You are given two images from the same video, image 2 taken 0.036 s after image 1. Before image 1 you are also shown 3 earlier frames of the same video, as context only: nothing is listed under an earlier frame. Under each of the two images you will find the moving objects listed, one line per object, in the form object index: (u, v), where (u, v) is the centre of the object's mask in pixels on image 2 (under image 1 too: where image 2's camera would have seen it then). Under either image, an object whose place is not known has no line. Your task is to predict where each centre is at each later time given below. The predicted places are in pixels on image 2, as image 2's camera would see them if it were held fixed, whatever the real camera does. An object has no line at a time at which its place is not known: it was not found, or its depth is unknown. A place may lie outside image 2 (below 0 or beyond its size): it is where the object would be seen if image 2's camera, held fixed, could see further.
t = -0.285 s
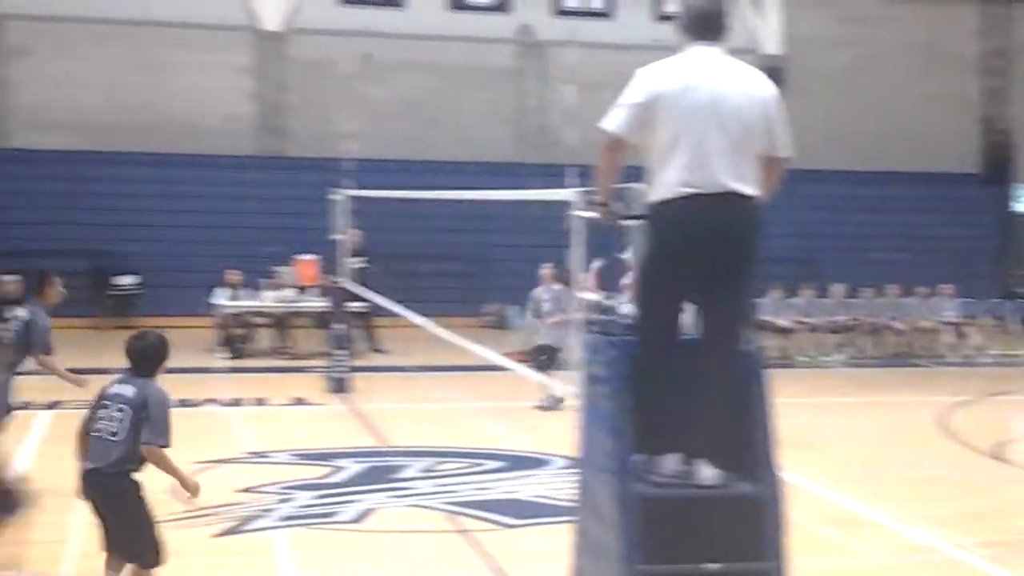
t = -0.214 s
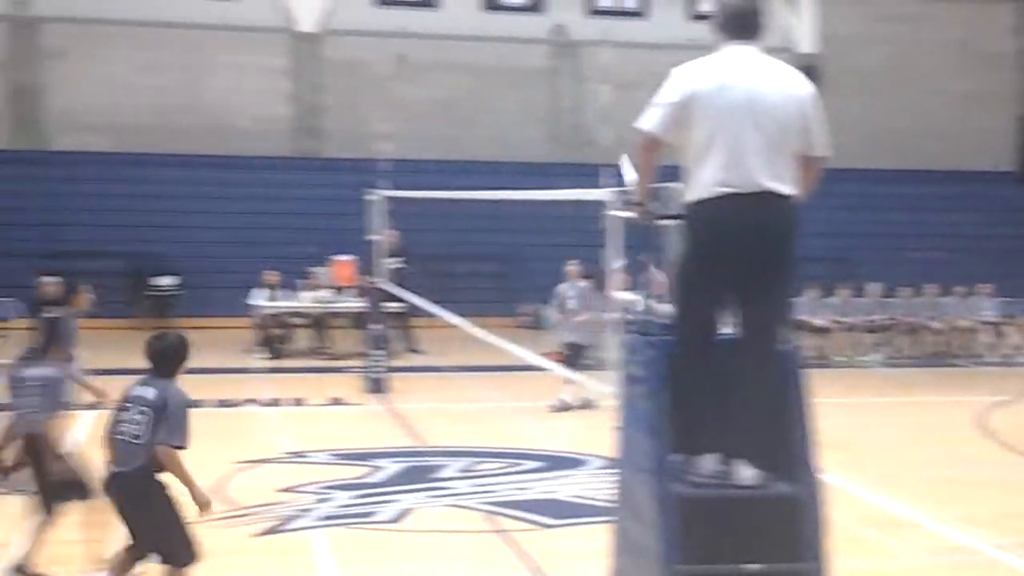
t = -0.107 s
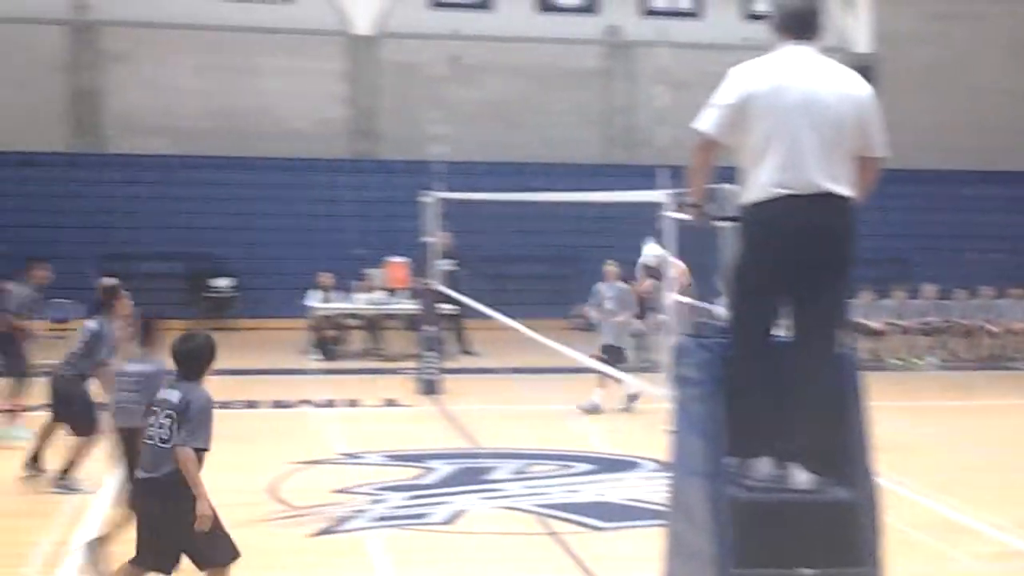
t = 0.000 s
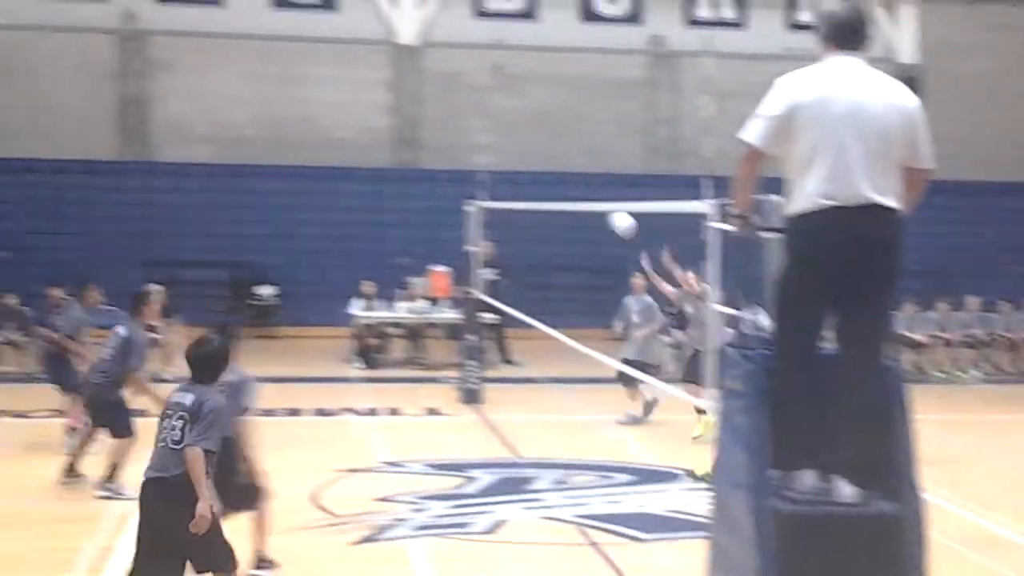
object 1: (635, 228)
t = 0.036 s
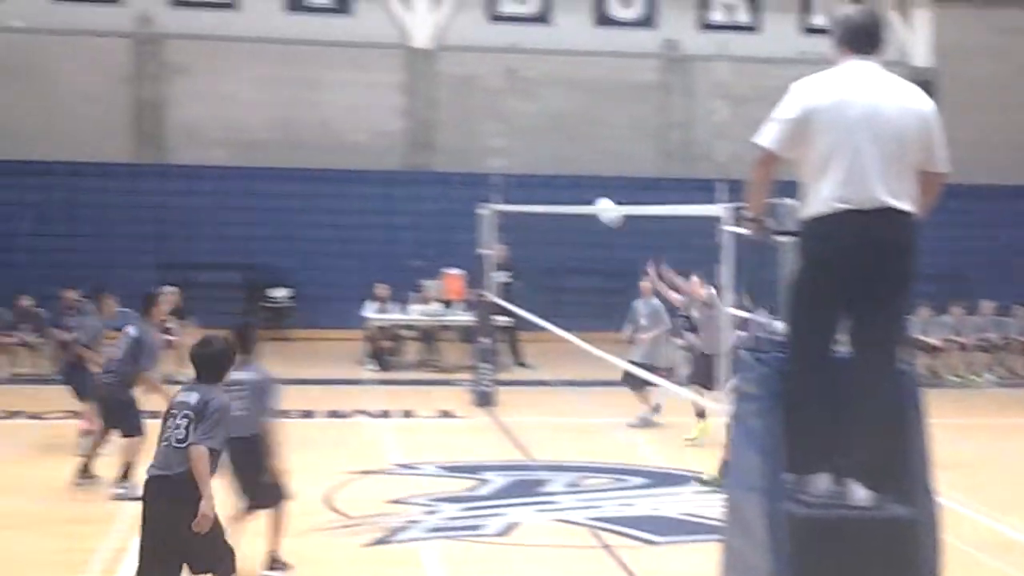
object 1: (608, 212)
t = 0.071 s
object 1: (580, 197)
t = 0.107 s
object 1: (554, 187)
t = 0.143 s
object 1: (527, 177)
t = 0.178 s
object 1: (500, 168)
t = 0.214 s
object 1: (475, 159)
